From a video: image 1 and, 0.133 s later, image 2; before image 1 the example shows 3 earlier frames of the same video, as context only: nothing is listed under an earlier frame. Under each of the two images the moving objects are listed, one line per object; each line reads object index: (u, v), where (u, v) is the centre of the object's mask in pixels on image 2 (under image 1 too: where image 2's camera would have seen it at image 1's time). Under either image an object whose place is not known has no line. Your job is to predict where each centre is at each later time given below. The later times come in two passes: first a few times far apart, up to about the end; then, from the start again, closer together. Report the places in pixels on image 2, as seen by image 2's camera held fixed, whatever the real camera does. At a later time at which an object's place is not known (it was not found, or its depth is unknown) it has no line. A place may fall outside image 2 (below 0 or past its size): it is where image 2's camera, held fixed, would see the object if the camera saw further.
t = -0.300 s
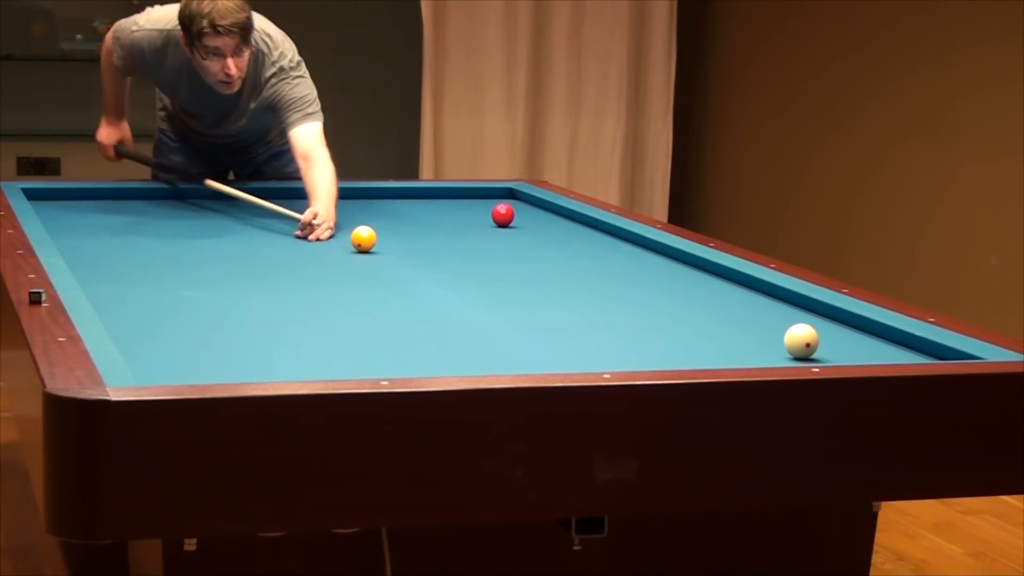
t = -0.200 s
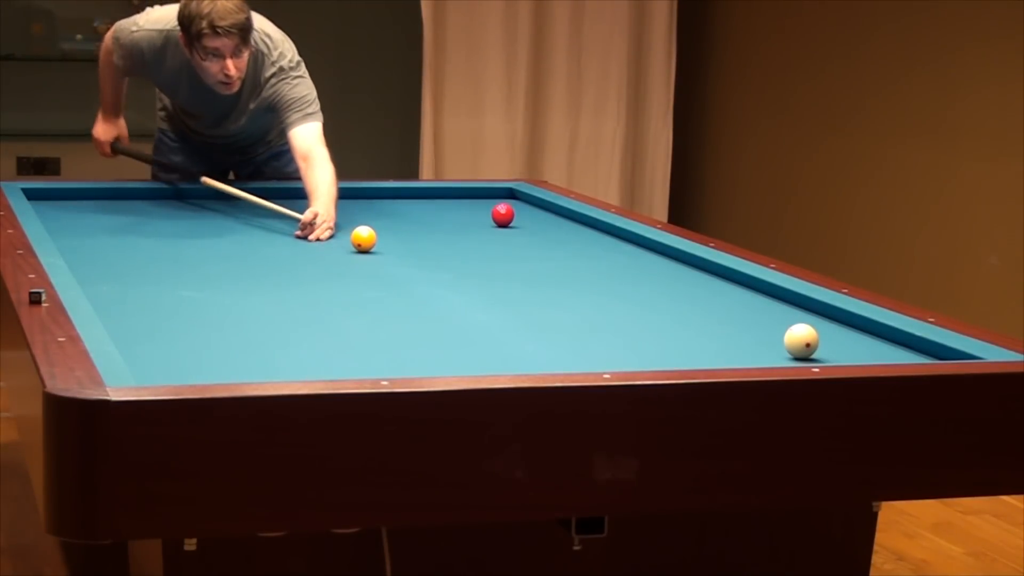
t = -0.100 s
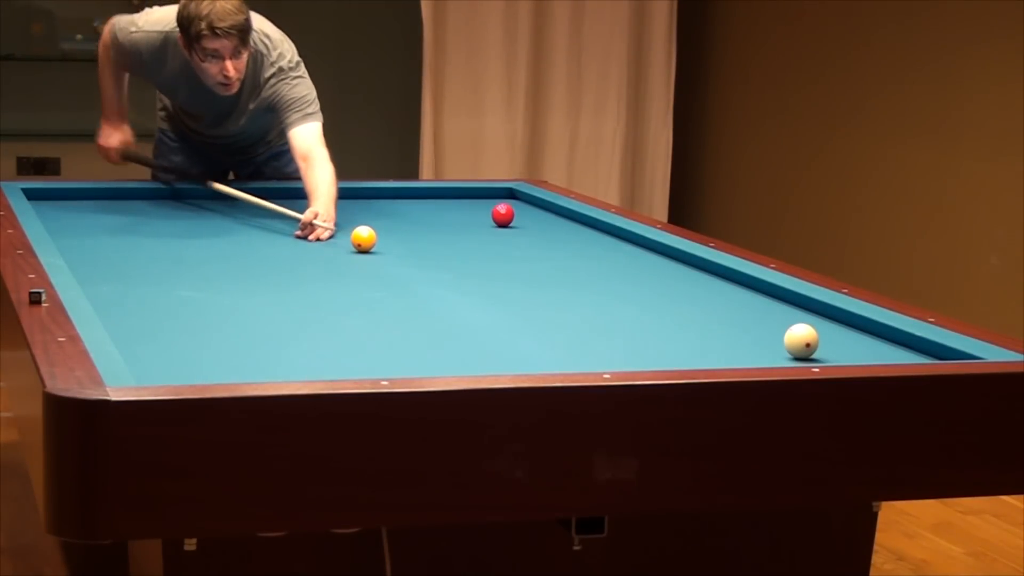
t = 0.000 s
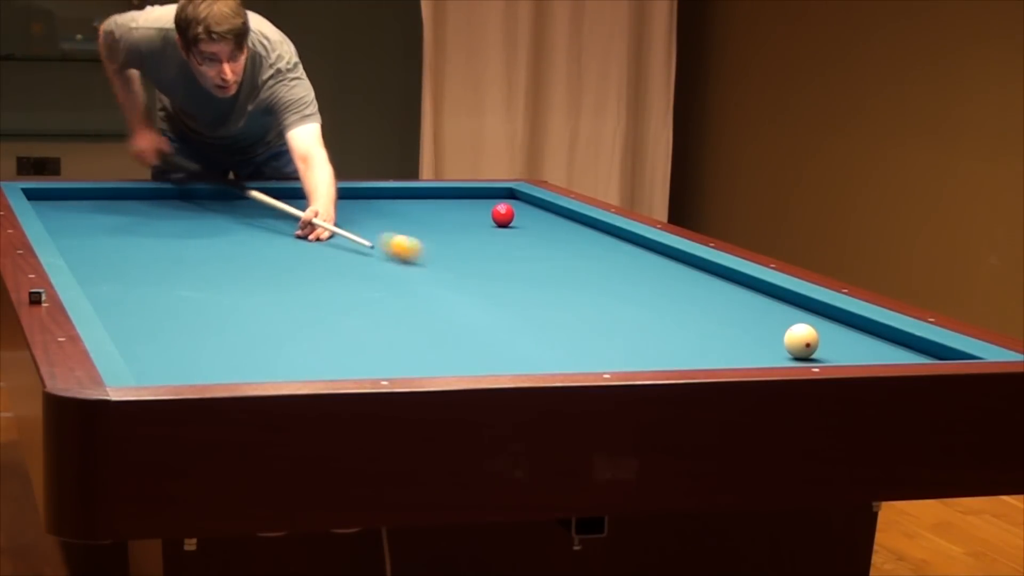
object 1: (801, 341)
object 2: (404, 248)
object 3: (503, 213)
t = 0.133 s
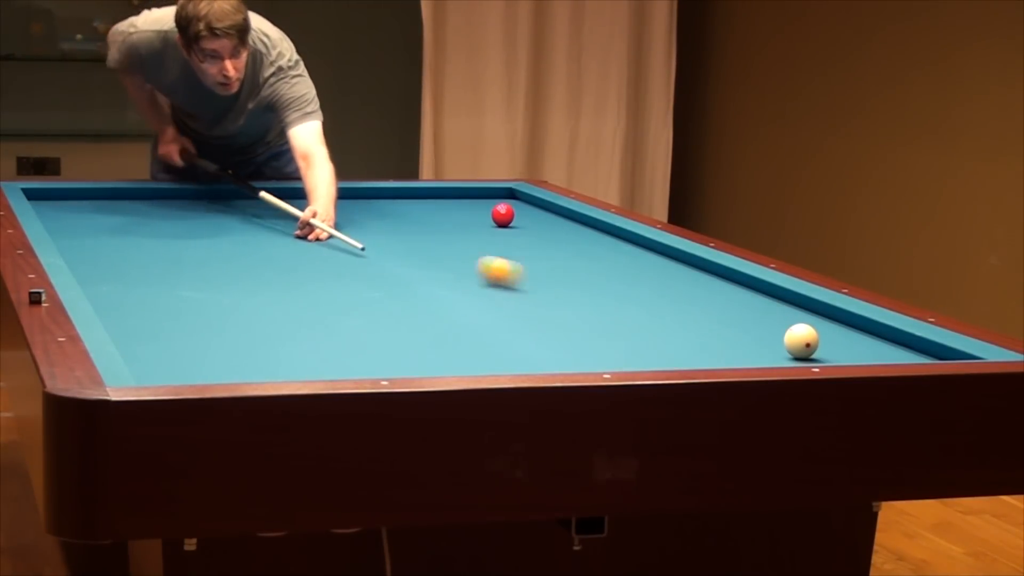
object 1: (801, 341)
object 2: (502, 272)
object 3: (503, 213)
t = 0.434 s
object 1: (801, 341)
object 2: (742, 331)
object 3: (503, 213)
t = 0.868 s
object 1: (865, 355)
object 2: (636, 350)
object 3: (503, 213)
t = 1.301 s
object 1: (703, 354)
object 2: (416, 323)
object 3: (503, 213)
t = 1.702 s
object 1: (560, 354)
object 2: (237, 301)
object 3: (503, 213)
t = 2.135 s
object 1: (410, 351)
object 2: (109, 280)
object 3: (503, 213)
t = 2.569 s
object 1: (266, 347)
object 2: (176, 259)
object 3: (503, 213)
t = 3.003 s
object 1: (133, 343)
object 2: (232, 242)
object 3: (503, 213)
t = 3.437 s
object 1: (199, 331)
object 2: (278, 228)
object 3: (503, 213)
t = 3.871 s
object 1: (254, 321)
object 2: (318, 215)
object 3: (503, 213)
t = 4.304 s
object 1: (303, 312)
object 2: (353, 204)
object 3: (503, 213)
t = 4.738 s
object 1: (345, 304)
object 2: (382, 195)
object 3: (503, 213)
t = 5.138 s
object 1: (379, 297)
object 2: (416, 191)
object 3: (503, 213)
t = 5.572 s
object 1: (412, 291)
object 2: (473, 196)
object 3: (503, 214)
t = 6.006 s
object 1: (440, 285)
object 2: (528, 200)
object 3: (503, 214)
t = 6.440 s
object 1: (466, 280)
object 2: (524, 205)
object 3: (503, 214)
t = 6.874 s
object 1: (488, 277)
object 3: (503, 214)
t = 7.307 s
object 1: (507, 273)
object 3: (504, 215)
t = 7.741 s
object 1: (523, 270)
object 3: (508, 217)
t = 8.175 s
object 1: (537, 267)
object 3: (512, 220)
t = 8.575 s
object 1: (547, 265)
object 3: (514, 221)
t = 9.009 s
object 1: (556, 263)
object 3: (517, 222)
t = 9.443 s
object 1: (562, 262)
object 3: (519, 224)
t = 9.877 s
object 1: (567, 261)
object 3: (520, 224)
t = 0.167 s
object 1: (801, 341)
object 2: (525, 277)
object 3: (503, 213)
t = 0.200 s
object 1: (801, 341)
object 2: (552, 284)
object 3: (503, 213)
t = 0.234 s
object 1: (801, 341)
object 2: (576, 290)
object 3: (503, 213)
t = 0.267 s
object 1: (801, 341)
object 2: (602, 297)
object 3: (503, 213)
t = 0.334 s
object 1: (801, 341)
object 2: (656, 309)
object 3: (503, 213)
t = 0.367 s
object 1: (801, 341)
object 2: (683, 316)
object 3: (503, 213)
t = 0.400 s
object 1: (801, 341)
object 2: (711, 323)
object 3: (503, 213)
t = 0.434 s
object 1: (801, 341)
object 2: (742, 331)
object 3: (503, 213)
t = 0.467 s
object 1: (802, 341)
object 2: (763, 337)
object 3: (503, 213)
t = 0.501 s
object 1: (832, 343)
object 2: (763, 342)
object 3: (503, 213)
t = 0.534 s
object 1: (862, 346)
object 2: (760, 346)
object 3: (503, 213)
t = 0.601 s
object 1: (926, 347)
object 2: (755, 352)
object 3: (503, 213)
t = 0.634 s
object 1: (937, 348)
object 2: (754, 355)
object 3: (503, 213)
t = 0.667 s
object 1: (924, 349)
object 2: (754, 357)
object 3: (503, 213)
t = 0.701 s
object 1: (913, 351)
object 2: (741, 358)
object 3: (503, 213)
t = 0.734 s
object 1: (902, 352)
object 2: (718, 356)
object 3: (503, 213)
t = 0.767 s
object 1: (893, 353)
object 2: (696, 355)
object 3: (503, 213)
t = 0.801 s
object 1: (883, 354)
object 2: (675, 353)
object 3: (503, 213)
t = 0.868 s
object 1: (865, 355)
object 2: (636, 350)
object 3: (503, 213)
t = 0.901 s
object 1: (853, 355)
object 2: (618, 348)
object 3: (503, 213)
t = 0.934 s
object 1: (839, 355)
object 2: (600, 346)
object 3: (503, 213)
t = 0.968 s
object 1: (826, 355)
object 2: (583, 343)
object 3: (503, 213)
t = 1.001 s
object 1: (814, 356)
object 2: (565, 342)
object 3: (503, 213)
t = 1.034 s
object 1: (801, 355)
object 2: (547, 339)
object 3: (503, 213)
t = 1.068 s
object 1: (789, 355)
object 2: (531, 337)
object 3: (503, 213)
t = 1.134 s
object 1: (765, 355)
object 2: (497, 333)
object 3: (503, 213)
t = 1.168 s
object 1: (752, 355)
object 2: (480, 330)
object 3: (503, 213)
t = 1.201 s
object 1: (739, 355)
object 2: (464, 329)
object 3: (503, 213)
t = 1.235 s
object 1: (727, 355)
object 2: (447, 327)
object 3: (503, 213)
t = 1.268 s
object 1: (715, 355)
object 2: (432, 325)
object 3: (503, 213)
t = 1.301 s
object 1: (703, 354)
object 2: (416, 323)
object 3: (503, 213)
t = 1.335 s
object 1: (690, 355)
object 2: (400, 321)
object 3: (503, 213)
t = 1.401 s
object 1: (667, 355)
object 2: (369, 317)
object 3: (503, 213)
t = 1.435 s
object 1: (654, 355)
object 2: (354, 315)
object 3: (503, 213)
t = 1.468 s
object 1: (643, 354)
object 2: (339, 313)
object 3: (503, 213)
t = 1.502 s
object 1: (630, 354)
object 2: (324, 312)
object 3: (503, 213)
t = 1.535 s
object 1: (618, 354)
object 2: (310, 310)
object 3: (503, 213)
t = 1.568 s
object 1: (607, 354)
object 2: (294, 308)
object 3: (503, 213)
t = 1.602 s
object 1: (595, 354)
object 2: (280, 306)
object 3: (503, 213)
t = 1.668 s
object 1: (572, 354)
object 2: (251, 302)
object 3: (503, 213)
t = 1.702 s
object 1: (560, 354)
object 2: (237, 301)
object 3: (503, 213)
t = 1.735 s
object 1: (548, 354)
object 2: (223, 299)
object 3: (503, 213)
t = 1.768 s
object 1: (537, 354)
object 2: (209, 297)
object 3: (503, 213)
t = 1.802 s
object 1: (525, 354)
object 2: (194, 296)
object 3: (503, 213)
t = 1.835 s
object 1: (513, 354)
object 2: (181, 294)
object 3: (503, 213)
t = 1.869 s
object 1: (501, 354)
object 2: (167, 293)
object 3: (503, 213)
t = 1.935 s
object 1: (479, 353)
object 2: (140, 289)
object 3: (503, 213)
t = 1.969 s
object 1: (467, 353)
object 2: (126, 288)
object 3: (503, 213)
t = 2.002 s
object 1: (456, 353)
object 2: (113, 286)
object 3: (503, 213)
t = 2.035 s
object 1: (444, 352)
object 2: (100, 284)
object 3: (503, 213)
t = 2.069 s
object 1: (433, 352)
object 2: (95, 283)
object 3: (503, 213)
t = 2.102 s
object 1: (421, 352)
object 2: (101, 281)
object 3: (503, 213)
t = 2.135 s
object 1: (410, 351)
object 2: (109, 280)
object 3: (503, 213)
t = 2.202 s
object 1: (388, 351)
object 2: (120, 276)
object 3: (503, 213)
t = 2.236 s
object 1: (377, 350)
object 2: (125, 275)
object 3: (503, 213)
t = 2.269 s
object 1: (365, 350)
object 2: (131, 273)
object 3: (503, 213)
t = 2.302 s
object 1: (355, 350)
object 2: (136, 271)
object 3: (503, 213)
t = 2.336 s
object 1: (343, 349)
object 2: (142, 269)
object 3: (503, 213)
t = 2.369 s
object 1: (332, 349)
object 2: (147, 268)
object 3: (503, 213)
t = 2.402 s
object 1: (321, 349)
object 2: (152, 266)
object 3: (503, 213)
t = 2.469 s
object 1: (299, 348)
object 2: (162, 263)
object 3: (503, 213)
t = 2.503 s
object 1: (288, 348)
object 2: (166, 262)
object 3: (503, 213)
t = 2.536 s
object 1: (277, 347)
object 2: (171, 260)
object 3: (503, 213)
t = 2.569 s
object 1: (266, 347)
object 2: (176, 259)
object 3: (503, 213)
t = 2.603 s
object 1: (255, 347)
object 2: (181, 258)
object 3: (503, 213)
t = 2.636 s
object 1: (244, 347)
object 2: (185, 256)
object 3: (503, 213)
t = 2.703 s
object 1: (222, 346)
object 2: (194, 254)
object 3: (503, 213)
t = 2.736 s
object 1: (211, 345)
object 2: (199, 252)
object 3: (503, 213)
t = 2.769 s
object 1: (201, 346)
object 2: (203, 251)
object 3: (503, 213)
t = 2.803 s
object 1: (190, 345)
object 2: (207, 250)
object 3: (503, 213)
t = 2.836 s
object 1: (179, 345)
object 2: (212, 248)
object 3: (503, 213)
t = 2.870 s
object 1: (168, 345)
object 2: (216, 247)
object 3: (503, 213)
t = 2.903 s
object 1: (157, 344)
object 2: (220, 246)
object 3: (503, 213)
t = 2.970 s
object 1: (136, 344)
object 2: (228, 243)
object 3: (503, 213)
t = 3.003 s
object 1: (133, 343)
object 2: (232, 242)
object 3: (503, 213)
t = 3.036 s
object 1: (138, 342)
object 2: (236, 241)
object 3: (503, 213)
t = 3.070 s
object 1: (145, 341)
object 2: (239, 240)
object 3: (503, 213)
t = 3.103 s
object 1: (150, 340)
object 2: (243, 239)
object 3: (503, 213)
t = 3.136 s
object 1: (155, 339)
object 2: (247, 237)
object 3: (503, 213)
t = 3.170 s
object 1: (160, 338)
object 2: (250, 236)
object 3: (503, 213)
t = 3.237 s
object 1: (170, 336)
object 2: (258, 234)
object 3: (503, 213)
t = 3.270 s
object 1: (175, 336)
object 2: (261, 233)
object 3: (503, 213)
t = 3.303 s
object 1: (180, 335)
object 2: (265, 232)
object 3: (503, 213)
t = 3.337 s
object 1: (185, 334)
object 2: (268, 231)
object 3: (503, 213)
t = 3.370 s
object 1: (189, 333)
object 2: (272, 230)
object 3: (503, 213)
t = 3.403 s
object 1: (194, 332)
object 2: (275, 229)
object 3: (503, 213)
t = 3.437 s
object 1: (199, 331)
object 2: (278, 228)
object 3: (503, 213)
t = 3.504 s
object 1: (208, 329)
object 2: (285, 226)
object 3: (503, 213)
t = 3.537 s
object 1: (212, 329)
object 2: (288, 225)
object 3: (503, 213)
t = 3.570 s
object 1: (217, 328)
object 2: (292, 223)
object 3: (503, 213)
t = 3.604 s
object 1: (221, 327)
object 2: (295, 223)
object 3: (503, 213)
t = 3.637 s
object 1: (225, 326)
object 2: (298, 222)
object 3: (503, 213)
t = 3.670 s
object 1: (230, 325)
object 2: (301, 221)
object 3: (503, 213)
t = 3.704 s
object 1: (234, 325)
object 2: (304, 220)
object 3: (503, 213)
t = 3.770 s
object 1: (243, 323)
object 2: (310, 218)
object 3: (503, 213)
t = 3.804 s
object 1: (246, 322)
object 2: (313, 217)
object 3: (503, 213)
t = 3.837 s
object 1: (250, 322)
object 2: (316, 216)
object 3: (503, 213)
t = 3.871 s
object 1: (254, 321)
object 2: (318, 215)
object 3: (503, 213)
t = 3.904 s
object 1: (258, 320)
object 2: (321, 214)
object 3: (503, 213)
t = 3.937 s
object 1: (262, 319)
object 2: (324, 214)
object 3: (503, 213)
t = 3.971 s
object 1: (266, 319)
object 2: (327, 213)
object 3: (503, 213)
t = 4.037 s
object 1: (274, 317)
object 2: (332, 211)
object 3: (503, 213)
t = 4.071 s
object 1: (277, 316)
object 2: (335, 210)
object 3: (503, 213)
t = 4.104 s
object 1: (281, 316)
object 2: (337, 209)
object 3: (503, 213)
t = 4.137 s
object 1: (285, 315)
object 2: (340, 209)
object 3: (503, 213)
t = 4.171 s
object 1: (289, 314)
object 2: (343, 208)
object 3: (503, 213)
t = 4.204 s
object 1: (292, 314)
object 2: (345, 207)
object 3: (503, 213)
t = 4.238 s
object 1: (296, 313)
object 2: (348, 206)
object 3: (503, 213)
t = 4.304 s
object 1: (303, 312)
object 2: (353, 204)
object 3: (503, 213)
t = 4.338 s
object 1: (307, 311)
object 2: (355, 204)
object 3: (503, 213)
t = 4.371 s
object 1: (310, 311)
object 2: (357, 203)
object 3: (503, 213)
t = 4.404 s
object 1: (314, 310)
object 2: (360, 202)
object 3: (503, 213)
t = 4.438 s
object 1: (317, 309)
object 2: (362, 201)
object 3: (503, 213)
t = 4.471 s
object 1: (320, 309)
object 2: (364, 201)
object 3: (503, 213)
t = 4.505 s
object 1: (323, 308)
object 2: (367, 200)
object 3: (503, 213)
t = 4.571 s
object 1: (330, 307)
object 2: (371, 198)
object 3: (503, 213)
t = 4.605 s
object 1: (333, 306)
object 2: (374, 198)
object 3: (503, 213)
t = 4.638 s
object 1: (336, 306)
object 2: (376, 197)
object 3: (503, 213)
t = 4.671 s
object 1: (339, 305)
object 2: (378, 196)
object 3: (503, 213)
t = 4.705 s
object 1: (342, 304)
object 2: (380, 195)
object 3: (503, 213)
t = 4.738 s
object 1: (345, 304)
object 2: (382, 195)
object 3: (503, 213)
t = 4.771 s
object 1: (348, 303)
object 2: (384, 194)
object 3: (503, 213)
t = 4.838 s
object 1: (354, 302)
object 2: (388, 193)
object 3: (503, 213)
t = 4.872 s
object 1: (357, 301)
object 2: (391, 192)
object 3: (503, 213)
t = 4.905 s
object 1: (360, 301)
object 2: (393, 192)
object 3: (503, 213)
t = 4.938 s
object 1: (363, 300)
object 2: (395, 191)
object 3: (503, 213)
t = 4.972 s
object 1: (366, 300)
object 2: (396, 190)
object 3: (503, 213)
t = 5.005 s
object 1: (368, 299)
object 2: (399, 190)
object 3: (503, 213)
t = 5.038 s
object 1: (371, 299)
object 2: (403, 190)
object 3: (503, 213)
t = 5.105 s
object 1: (376, 298)
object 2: (412, 191)
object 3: (503, 213)
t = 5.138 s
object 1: (379, 297)
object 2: (416, 191)
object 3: (503, 213)
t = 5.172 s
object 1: (382, 296)
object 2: (421, 191)
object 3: (503, 213)
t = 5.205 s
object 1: (384, 296)
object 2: (425, 192)
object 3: (503, 213)
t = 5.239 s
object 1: (387, 295)
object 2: (429, 192)
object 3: (503, 213)
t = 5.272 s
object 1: (390, 295)
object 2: (434, 192)
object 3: (503, 213)
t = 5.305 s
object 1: (392, 295)
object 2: (438, 193)
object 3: (503, 213)
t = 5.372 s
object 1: (397, 294)
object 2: (447, 193)
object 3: (503, 213)
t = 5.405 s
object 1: (400, 293)
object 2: (451, 194)
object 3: (503, 213)
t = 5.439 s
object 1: (402, 293)
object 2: (455, 194)
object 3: (503, 213)
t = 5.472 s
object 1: (404, 292)
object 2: (460, 195)
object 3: (503, 213)
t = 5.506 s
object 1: (407, 292)
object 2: (464, 195)
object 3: (503, 213)
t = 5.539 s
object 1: (409, 291)
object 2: (468, 195)
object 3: (503, 214)
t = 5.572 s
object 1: (412, 291)
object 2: (473, 196)
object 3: (503, 214)
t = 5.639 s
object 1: (416, 290)
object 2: (481, 196)
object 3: (503, 214)
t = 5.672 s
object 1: (419, 290)
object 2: (486, 197)
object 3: (503, 214)
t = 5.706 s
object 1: (421, 289)
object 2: (489, 197)
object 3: (503, 214)
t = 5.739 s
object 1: (423, 288)
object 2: (494, 197)
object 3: (503, 215)
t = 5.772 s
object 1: (425, 288)
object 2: (498, 196)
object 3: (503, 215)
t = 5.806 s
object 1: (428, 288)
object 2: (503, 196)
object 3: (503, 215)
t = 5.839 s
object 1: (430, 287)
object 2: (507, 197)
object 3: (503, 215)
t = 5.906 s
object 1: (434, 286)
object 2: (516, 199)
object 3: (503, 214)
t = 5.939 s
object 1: (436, 286)
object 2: (520, 199)
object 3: (503, 214)
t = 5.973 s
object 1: (438, 285)
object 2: (524, 200)
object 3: (503, 214)
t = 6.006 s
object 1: (440, 285)
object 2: (528, 200)
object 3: (503, 214)
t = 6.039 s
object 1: (442, 285)
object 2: (532, 201)
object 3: (503, 214)
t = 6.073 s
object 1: (445, 285)
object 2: (535, 201)
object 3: (503, 214)
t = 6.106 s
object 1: (446, 284)
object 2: (534, 201)
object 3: (503, 214)
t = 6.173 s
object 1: (450, 283)
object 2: (532, 202)
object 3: (503, 214)
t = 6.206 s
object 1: (452, 283)
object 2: (531, 202)
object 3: (503, 214)
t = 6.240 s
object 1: (454, 283)
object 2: (530, 203)
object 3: (503, 214)
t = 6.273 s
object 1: (456, 283)
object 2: (529, 203)
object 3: (503, 214)
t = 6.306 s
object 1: (458, 282)
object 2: (527, 204)
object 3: (503, 214)
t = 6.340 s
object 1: (460, 282)
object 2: (527, 204)
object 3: (503, 214)
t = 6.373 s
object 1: (462, 281)
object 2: (526, 204)
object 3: (503, 214)
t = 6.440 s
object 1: (466, 280)
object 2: (524, 205)
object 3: (503, 214)
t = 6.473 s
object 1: (468, 280)
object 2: (523, 205)
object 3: (503, 214)
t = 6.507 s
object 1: (469, 280)
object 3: (503, 214)
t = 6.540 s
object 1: (471, 279)
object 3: (503, 214)
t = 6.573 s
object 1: (473, 279)
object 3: (502, 214)
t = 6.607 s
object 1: (475, 279)
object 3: (502, 214)
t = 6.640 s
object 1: (477, 278)
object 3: (502, 214)
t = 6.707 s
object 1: (480, 278)
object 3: (502, 214)
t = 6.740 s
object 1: (481, 278)
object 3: (502, 214)
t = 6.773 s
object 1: (483, 277)
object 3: (502, 215)
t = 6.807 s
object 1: (485, 277)
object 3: (502, 215)
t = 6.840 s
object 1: (486, 277)
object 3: (502, 215)
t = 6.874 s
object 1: (488, 277)
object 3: (503, 214)
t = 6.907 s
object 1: (489, 276)
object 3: (502, 215)
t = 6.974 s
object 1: (492, 276)
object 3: (502, 215)
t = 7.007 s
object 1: (494, 275)
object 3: (502, 215)
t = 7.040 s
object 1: (496, 275)
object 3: (502, 215)
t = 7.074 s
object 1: (498, 275)
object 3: (503, 215)
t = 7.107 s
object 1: (499, 274)
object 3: (503, 215)
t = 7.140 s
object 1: (500, 274)
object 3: (503, 215)
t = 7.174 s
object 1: (502, 274)
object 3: (503, 215)
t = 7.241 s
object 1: (504, 273)
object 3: (503, 215)
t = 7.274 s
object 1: (506, 273)
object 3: (504, 215)
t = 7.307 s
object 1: (507, 273)
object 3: (504, 215)
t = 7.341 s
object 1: (509, 272)
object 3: (504, 215)
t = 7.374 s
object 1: (510, 272)
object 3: (505, 216)
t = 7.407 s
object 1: (511, 272)
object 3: (505, 216)
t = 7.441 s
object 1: (513, 272)
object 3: (505, 216)
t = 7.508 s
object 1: (515, 271)
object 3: (506, 216)
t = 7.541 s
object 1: (516, 271)
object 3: (506, 216)
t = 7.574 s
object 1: (518, 271)
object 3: (506, 216)
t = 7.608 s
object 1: (519, 270)
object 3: (507, 217)
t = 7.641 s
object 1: (520, 270)
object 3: (507, 217)
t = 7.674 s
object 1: (521, 270)
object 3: (507, 217)
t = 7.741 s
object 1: (523, 270)
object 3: (508, 217)
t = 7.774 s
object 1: (525, 270)
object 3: (508, 218)
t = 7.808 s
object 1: (526, 270)
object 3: (508, 218)
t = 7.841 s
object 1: (527, 269)
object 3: (509, 218)
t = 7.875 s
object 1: (528, 269)
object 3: (509, 218)
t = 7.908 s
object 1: (529, 269)
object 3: (509, 218)
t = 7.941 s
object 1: (530, 268)
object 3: (509, 218)
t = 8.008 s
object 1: (532, 268)
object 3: (510, 219)
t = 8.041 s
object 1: (533, 268)
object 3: (510, 219)
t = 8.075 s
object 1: (534, 268)
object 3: (511, 219)
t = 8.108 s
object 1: (535, 268)
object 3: (511, 219)
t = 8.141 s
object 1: (536, 268)
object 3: (511, 219)
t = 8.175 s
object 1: (537, 267)
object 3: (512, 220)
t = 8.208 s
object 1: (538, 267)
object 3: (512, 220)
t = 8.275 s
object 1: (539, 267)
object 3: (512, 220)
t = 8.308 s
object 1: (540, 267)
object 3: (513, 220)
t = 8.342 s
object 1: (541, 266)
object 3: (513, 220)
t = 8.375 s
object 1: (542, 266)
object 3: (513, 221)
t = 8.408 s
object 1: (543, 266)
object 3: (513, 221)
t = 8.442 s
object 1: (544, 266)
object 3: (514, 221)
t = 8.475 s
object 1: (544, 265)
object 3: (514, 221)
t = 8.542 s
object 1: (546, 265)
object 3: (514, 221)
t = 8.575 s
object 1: (547, 265)
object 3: (514, 221)
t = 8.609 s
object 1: (547, 265)
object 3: (515, 221)
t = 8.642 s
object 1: (548, 265)
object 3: (515, 222)
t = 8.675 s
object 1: (549, 265)
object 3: (515, 222)
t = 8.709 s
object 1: (550, 264)
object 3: (515, 222)
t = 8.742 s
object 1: (550, 264)
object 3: (516, 222)
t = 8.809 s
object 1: (551, 264)
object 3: (516, 222)
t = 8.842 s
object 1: (552, 264)
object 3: (516, 222)
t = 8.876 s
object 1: (553, 263)
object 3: (517, 222)
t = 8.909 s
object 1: (554, 263)
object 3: (517, 222)
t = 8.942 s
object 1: (554, 263)
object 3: (517, 222)
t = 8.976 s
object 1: (555, 263)
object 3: (517, 222)
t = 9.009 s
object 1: (556, 263)
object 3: (517, 222)
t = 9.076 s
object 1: (557, 263)
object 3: (518, 223)
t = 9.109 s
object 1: (557, 263)
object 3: (518, 223)
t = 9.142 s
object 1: (558, 263)
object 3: (518, 223)
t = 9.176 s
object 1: (558, 262)
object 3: (518, 223)
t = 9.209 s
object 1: (559, 262)
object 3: (518, 223)
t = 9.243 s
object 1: (559, 262)
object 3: (519, 223)
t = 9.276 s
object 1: (560, 262)
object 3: (519, 223)
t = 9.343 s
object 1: (561, 262)
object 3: (519, 224)
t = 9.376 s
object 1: (561, 262)
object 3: (519, 224)
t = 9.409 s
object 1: (562, 262)
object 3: (519, 224)
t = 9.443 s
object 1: (562, 262)
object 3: (519, 224)
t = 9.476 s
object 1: (563, 262)
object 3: (519, 224)
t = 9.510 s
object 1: (563, 262)
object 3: (519, 224)
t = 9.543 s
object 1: (563, 261)
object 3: (519, 224)
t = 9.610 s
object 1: (564, 261)
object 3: (519, 224)
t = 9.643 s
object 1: (565, 261)
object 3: (519, 224)
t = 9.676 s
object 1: (565, 261)
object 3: (519, 224)
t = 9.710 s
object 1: (566, 261)
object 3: (519, 224)
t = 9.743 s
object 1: (566, 261)
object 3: (519, 224)
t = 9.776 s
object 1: (566, 261)
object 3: (519, 224)
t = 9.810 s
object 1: (567, 261)
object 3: (519, 224)
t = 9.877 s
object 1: (567, 261)
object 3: (520, 224)
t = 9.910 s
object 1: (568, 261)
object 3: (520, 224)
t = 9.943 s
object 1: (568, 261)
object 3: (520, 224)
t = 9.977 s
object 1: (568, 261)
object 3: (520, 224)
